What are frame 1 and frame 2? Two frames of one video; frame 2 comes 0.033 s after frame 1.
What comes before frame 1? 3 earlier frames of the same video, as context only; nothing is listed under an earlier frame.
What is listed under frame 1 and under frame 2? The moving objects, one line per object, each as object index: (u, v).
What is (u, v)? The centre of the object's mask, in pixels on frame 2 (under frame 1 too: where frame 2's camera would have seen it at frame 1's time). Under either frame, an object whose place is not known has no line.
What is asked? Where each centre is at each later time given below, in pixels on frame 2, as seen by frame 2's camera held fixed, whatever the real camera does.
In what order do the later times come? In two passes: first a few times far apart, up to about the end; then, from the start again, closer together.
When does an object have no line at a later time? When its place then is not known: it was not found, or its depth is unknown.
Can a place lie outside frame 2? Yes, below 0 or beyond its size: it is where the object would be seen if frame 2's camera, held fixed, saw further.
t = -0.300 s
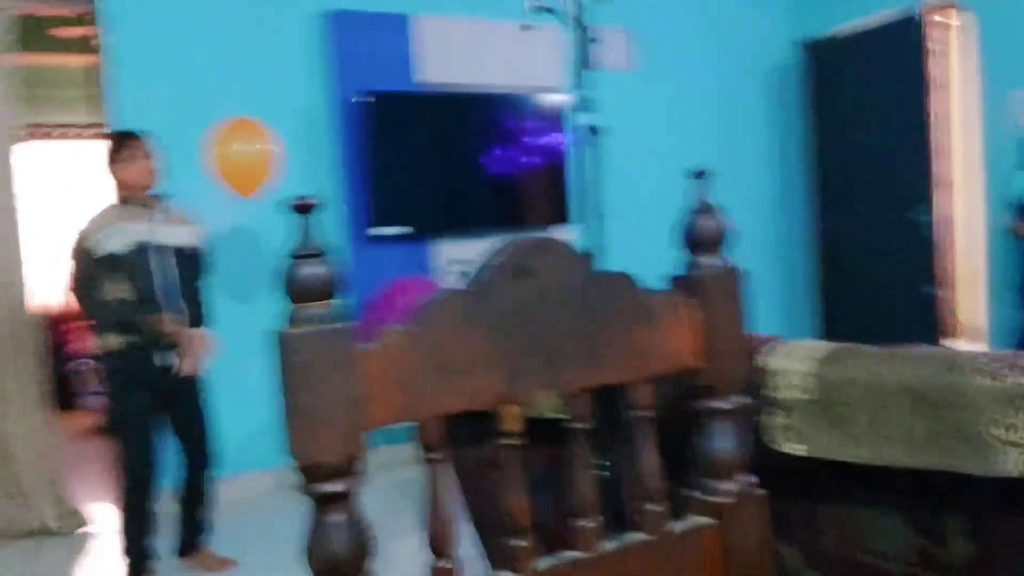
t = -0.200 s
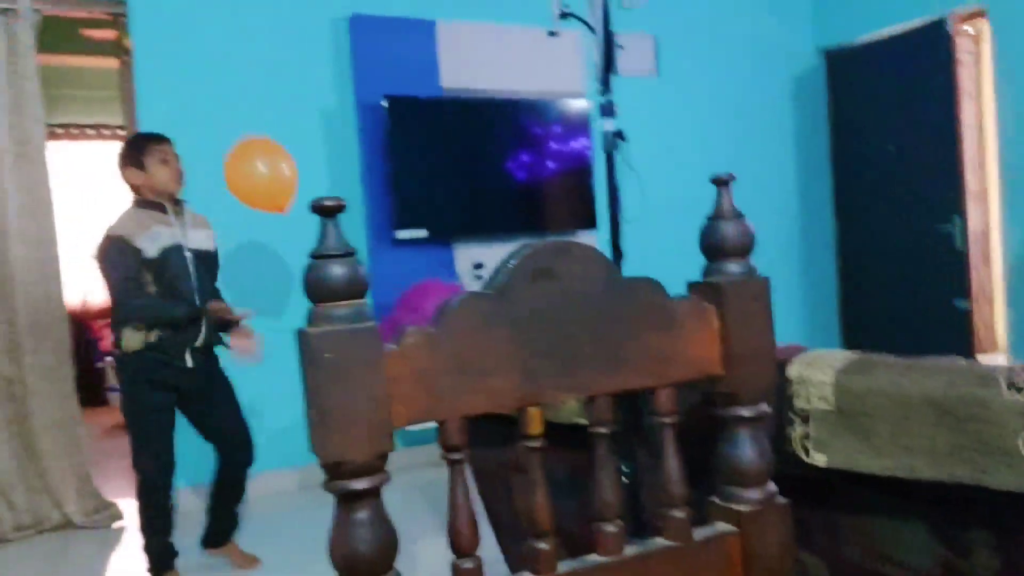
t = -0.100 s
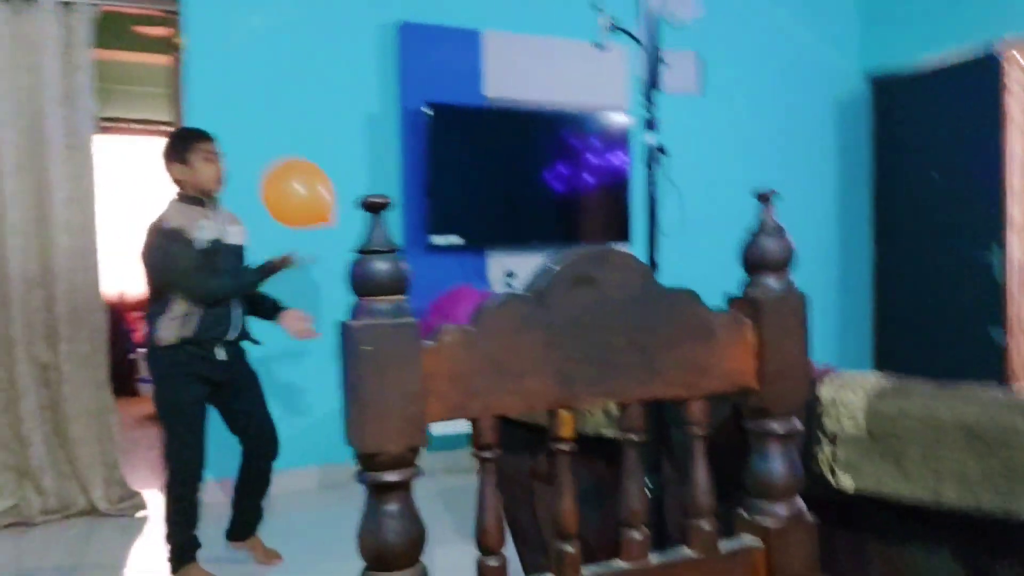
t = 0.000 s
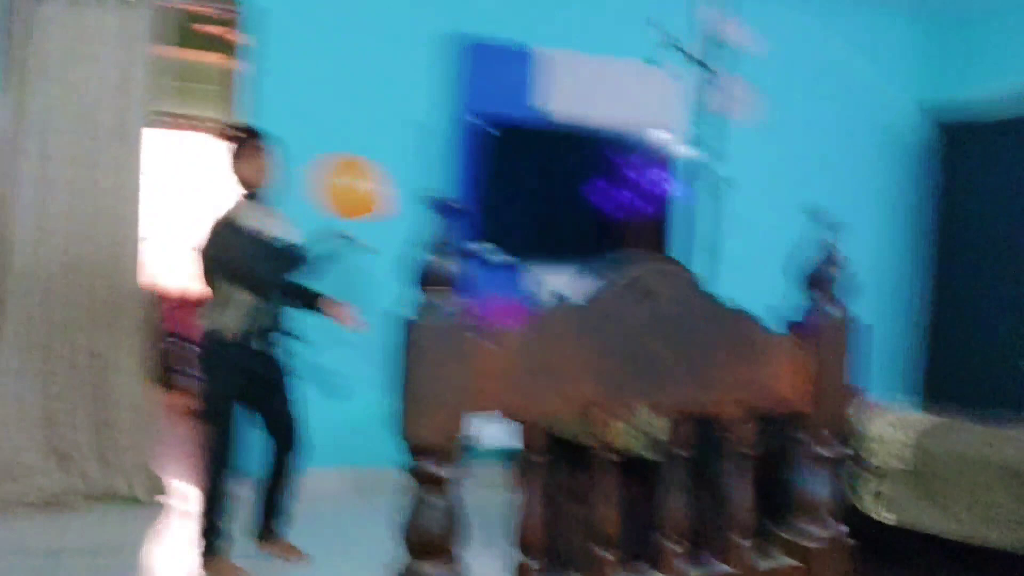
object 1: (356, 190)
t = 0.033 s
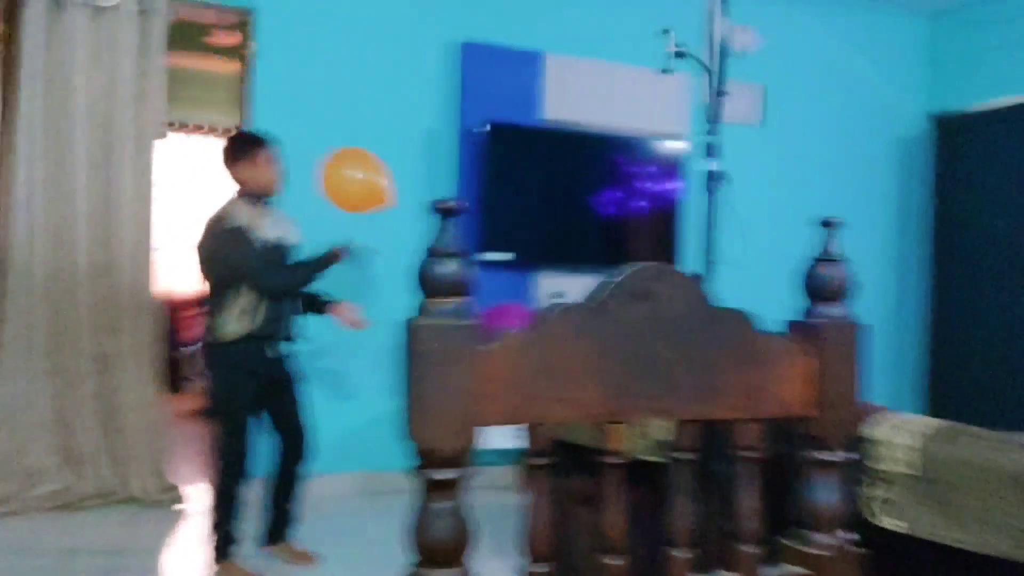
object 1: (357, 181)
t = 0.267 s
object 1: (364, 124)
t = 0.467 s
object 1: (368, 103)
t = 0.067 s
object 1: (358, 169)
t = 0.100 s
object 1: (363, 156)
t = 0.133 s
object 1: (365, 152)
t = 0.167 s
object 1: (362, 144)
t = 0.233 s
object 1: (365, 129)
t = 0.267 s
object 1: (364, 124)
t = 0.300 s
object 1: (364, 119)
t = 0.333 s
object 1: (366, 114)
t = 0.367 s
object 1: (366, 110)
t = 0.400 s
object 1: (366, 107)
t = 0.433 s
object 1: (366, 105)
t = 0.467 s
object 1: (368, 103)
